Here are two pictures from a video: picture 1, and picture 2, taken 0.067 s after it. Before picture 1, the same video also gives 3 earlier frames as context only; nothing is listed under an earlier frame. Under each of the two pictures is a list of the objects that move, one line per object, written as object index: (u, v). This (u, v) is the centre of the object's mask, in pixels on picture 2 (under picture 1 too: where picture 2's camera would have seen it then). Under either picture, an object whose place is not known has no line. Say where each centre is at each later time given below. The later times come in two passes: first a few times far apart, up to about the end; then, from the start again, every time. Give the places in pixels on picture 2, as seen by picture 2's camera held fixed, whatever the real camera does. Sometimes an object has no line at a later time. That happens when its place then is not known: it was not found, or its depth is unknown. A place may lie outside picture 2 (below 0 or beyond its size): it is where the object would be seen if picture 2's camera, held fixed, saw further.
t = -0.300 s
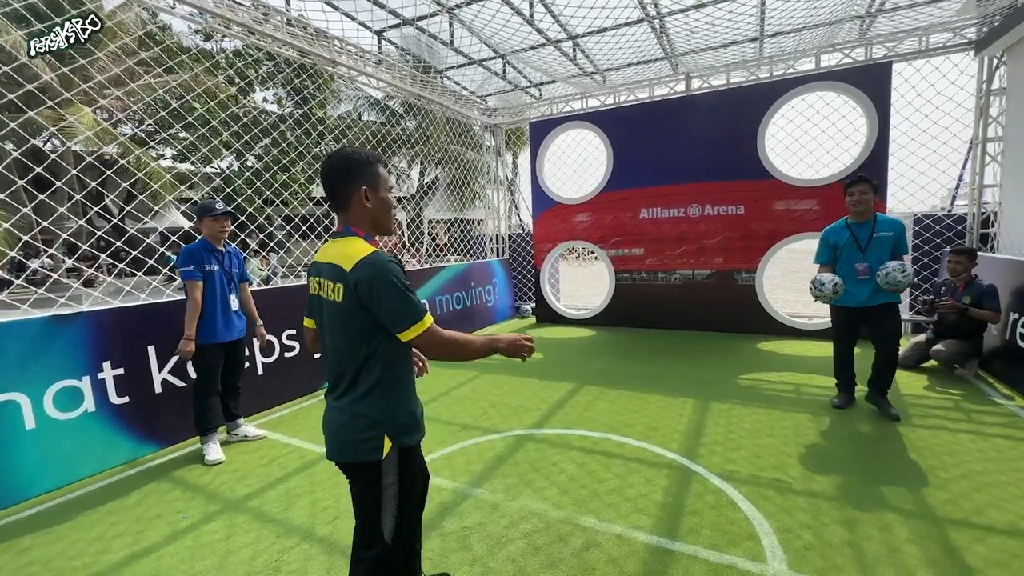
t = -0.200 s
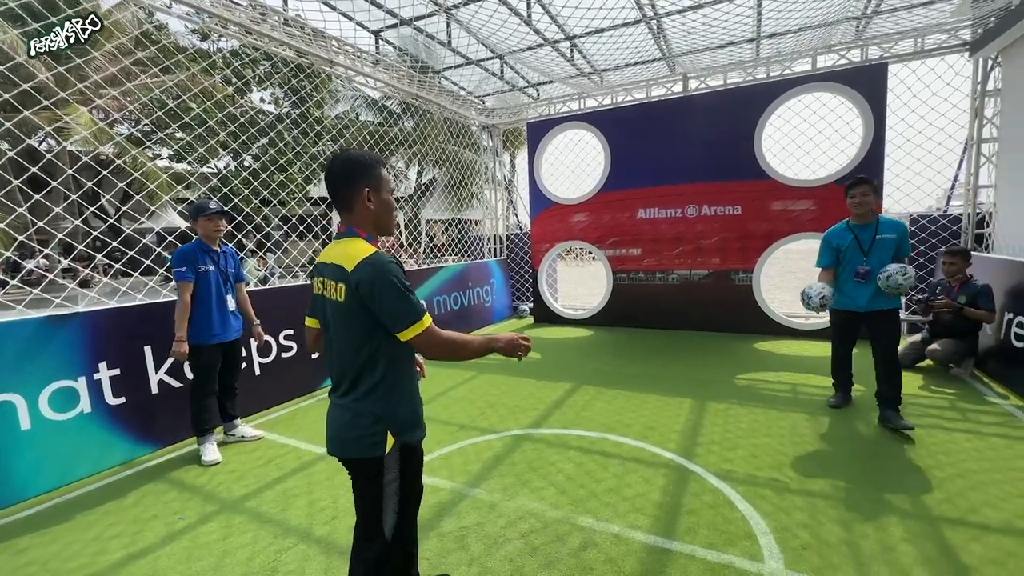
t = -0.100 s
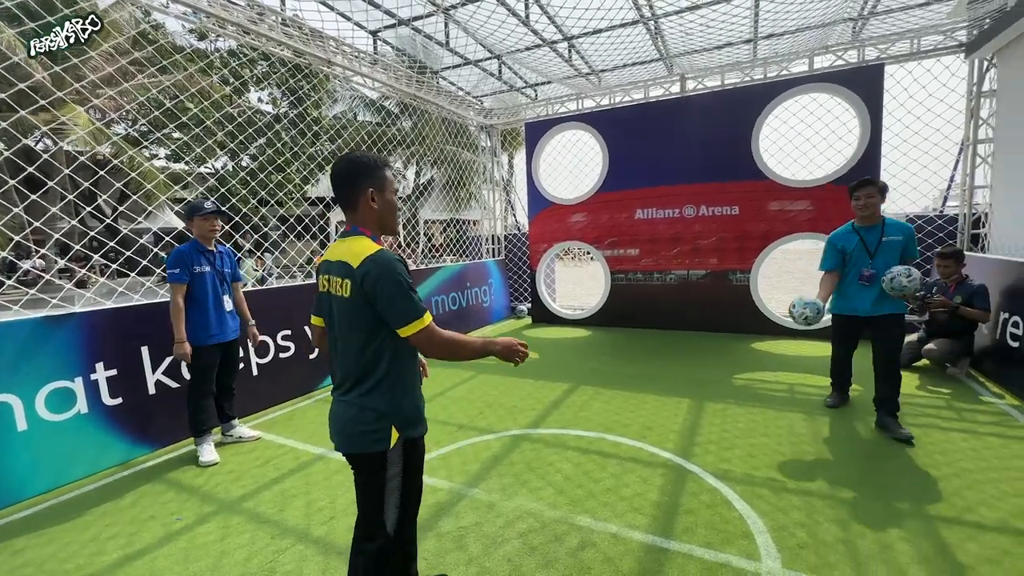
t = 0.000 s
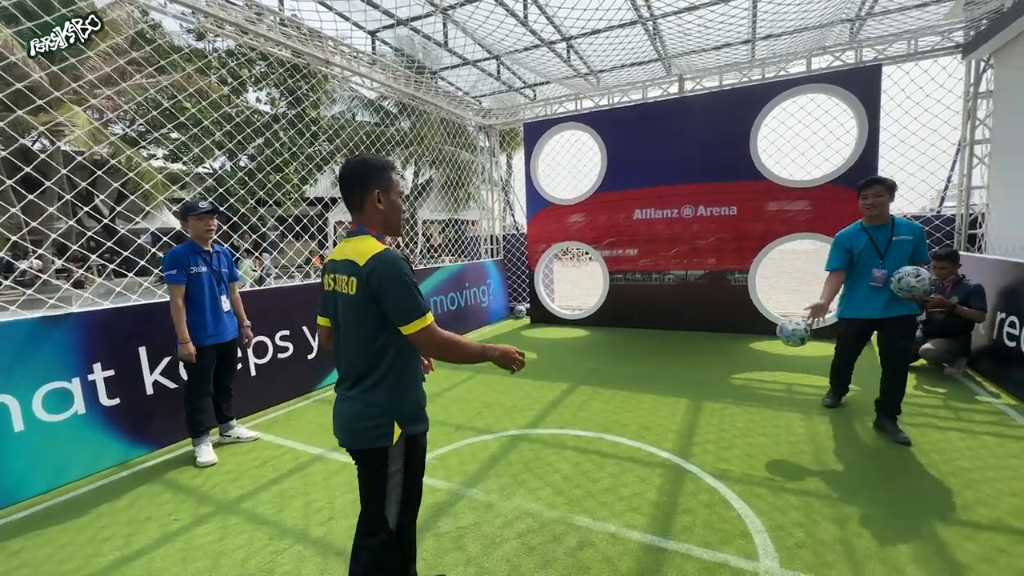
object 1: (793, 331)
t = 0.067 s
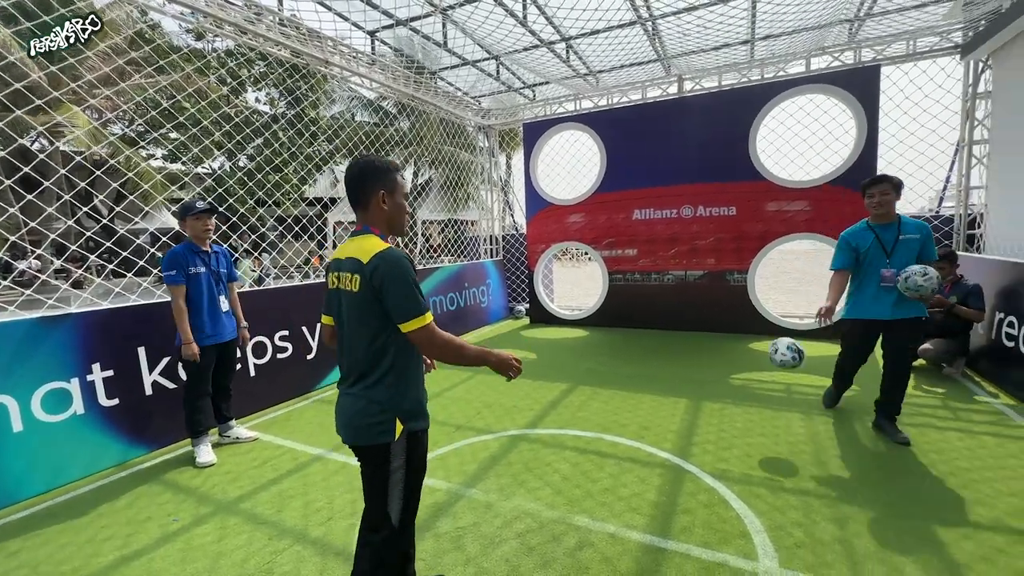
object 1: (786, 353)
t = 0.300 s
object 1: (762, 420)
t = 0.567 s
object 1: (740, 445)
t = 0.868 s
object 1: (702, 463)
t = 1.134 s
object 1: (670, 479)
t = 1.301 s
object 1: (648, 488)
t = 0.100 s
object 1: (782, 366)
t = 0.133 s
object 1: (778, 381)
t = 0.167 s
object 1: (775, 399)
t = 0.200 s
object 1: (771, 418)
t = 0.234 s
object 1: (767, 430)
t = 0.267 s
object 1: (764, 424)
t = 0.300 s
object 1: (762, 420)
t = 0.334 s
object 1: (759, 418)
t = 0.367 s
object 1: (756, 417)
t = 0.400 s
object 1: (753, 417)
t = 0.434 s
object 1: (751, 420)
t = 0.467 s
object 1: (748, 424)
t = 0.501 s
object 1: (745, 429)
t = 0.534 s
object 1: (743, 437)
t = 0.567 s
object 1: (740, 445)
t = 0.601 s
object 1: (736, 446)
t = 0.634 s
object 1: (731, 448)
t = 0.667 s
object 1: (727, 451)
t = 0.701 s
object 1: (723, 452)
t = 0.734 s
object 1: (719, 455)
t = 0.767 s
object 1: (715, 457)
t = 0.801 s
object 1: (711, 459)
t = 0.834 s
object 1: (706, 461)
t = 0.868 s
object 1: (702, 463)
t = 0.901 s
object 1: (698, 465)
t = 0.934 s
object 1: (694, 467)
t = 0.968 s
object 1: (690, 468)
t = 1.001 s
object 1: (685, 470)
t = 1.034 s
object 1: (682, 472)
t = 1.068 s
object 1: (677, 475)
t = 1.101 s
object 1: (673, 478)
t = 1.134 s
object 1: (670, 479)
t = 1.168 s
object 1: (665, 480)
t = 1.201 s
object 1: (661, 482)
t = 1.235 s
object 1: (657, 485)
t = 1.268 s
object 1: (652, 487)
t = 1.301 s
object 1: (648, 488)
